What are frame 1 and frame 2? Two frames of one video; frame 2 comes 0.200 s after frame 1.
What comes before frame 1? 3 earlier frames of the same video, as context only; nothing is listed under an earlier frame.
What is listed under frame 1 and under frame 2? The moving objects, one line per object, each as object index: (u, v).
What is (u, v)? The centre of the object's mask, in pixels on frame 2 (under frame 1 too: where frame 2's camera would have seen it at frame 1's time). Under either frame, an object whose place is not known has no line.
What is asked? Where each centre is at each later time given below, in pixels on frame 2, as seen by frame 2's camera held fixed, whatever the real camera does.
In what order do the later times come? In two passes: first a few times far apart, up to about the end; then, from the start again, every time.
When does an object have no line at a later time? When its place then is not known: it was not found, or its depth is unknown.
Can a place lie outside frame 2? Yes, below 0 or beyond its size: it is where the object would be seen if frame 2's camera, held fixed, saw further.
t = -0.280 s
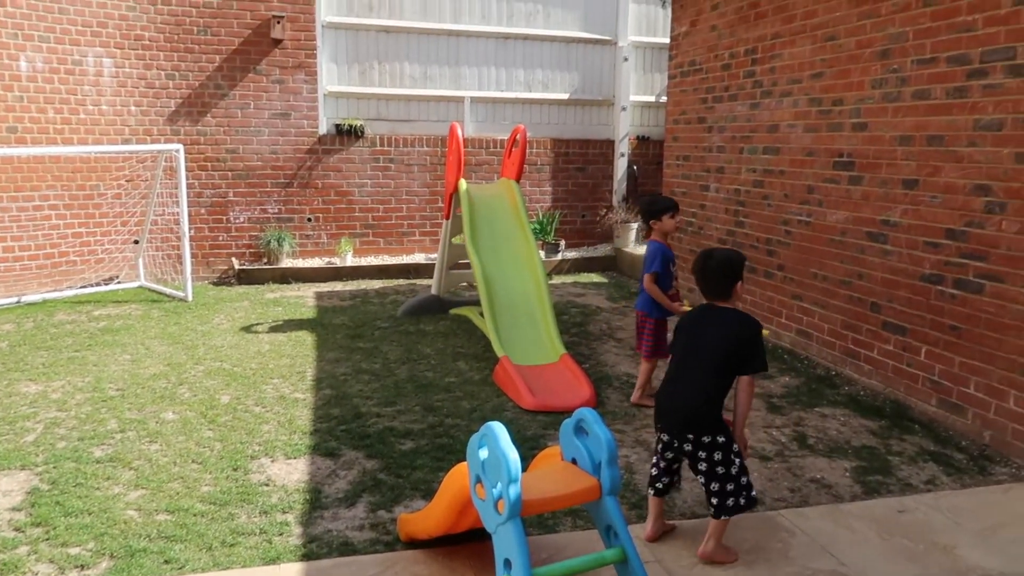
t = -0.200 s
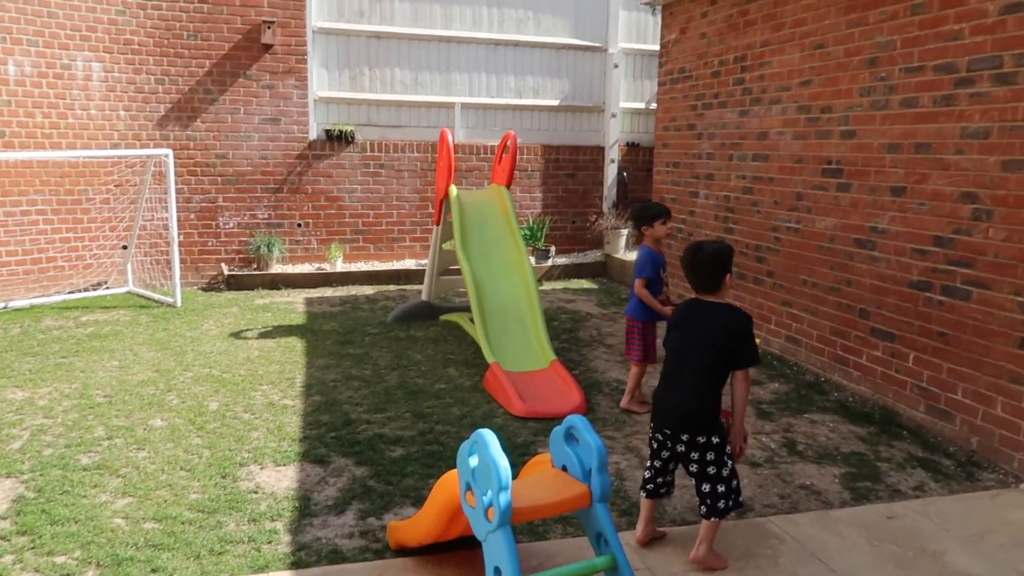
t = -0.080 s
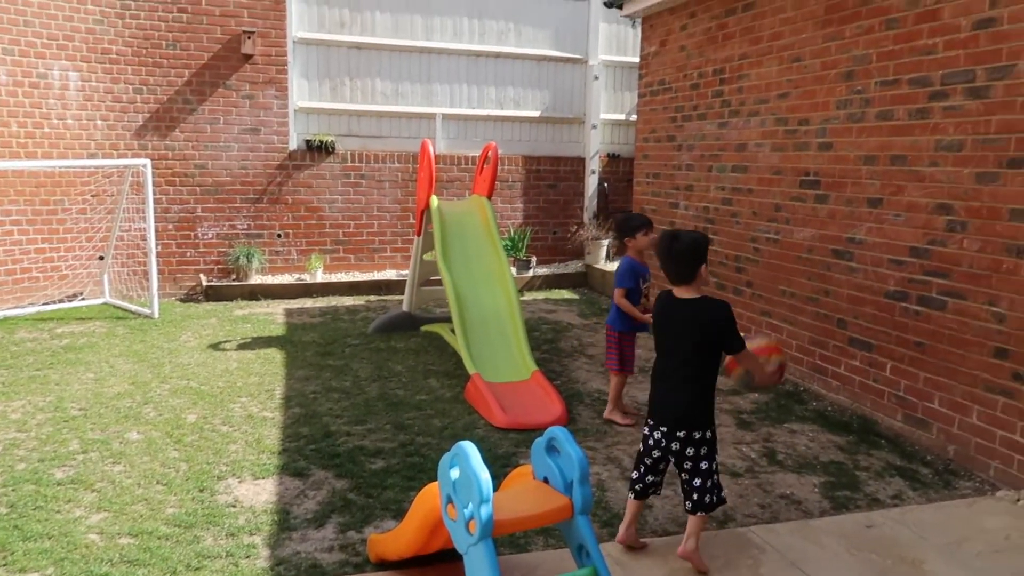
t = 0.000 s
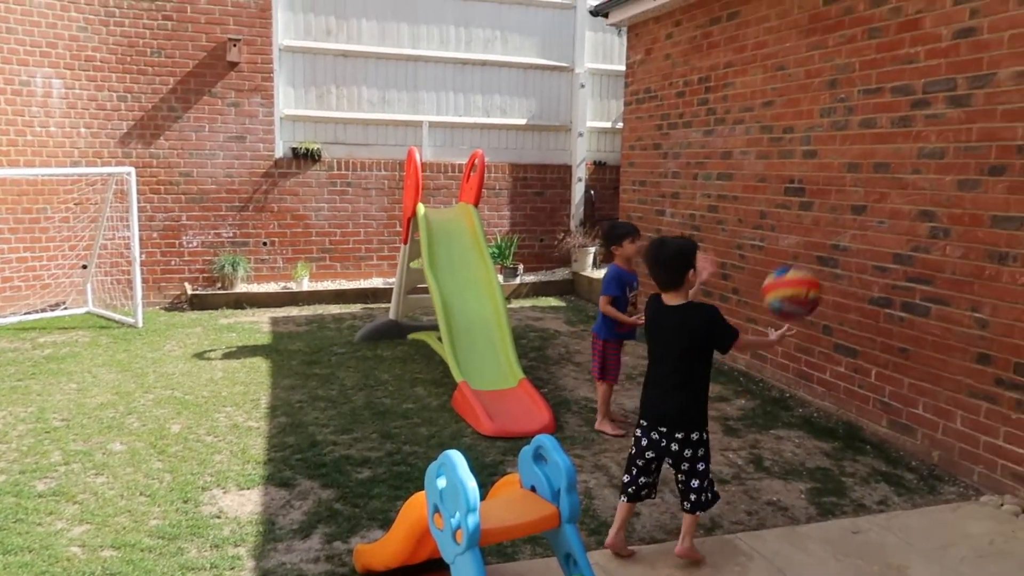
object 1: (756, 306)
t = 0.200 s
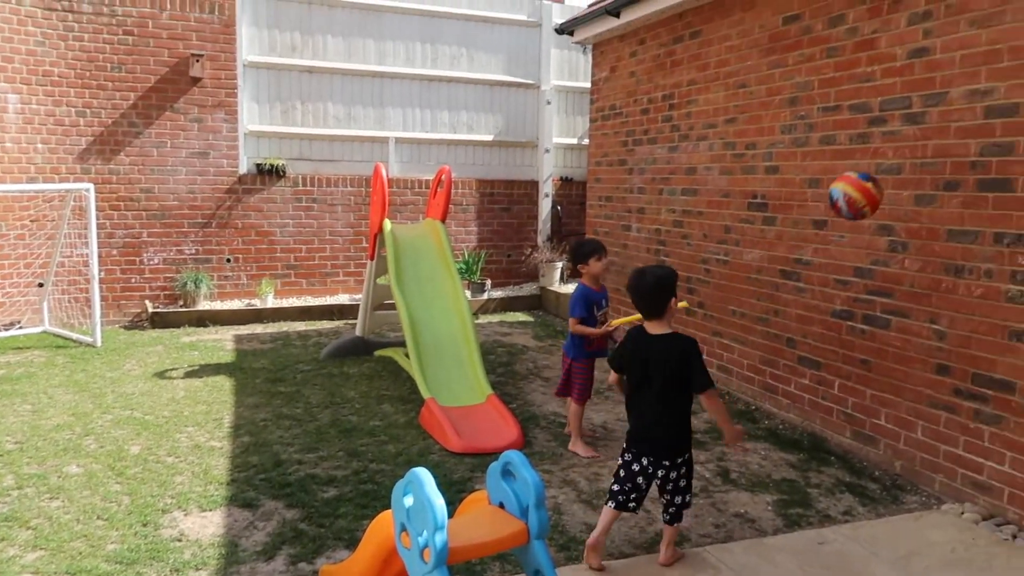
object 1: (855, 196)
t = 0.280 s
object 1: (887, 181)
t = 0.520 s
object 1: (792, 206)
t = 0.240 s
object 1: (872, 187)
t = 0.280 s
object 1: (887, 181)
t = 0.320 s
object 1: (900, 179)
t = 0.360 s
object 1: (880, 178)
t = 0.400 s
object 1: (858, 181)
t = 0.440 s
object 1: (837, 186)
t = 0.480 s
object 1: (815, 194)
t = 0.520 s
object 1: (792, 206)
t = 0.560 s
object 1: (770, 222)
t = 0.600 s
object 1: (748, 239)
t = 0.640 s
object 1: (727, 261)
